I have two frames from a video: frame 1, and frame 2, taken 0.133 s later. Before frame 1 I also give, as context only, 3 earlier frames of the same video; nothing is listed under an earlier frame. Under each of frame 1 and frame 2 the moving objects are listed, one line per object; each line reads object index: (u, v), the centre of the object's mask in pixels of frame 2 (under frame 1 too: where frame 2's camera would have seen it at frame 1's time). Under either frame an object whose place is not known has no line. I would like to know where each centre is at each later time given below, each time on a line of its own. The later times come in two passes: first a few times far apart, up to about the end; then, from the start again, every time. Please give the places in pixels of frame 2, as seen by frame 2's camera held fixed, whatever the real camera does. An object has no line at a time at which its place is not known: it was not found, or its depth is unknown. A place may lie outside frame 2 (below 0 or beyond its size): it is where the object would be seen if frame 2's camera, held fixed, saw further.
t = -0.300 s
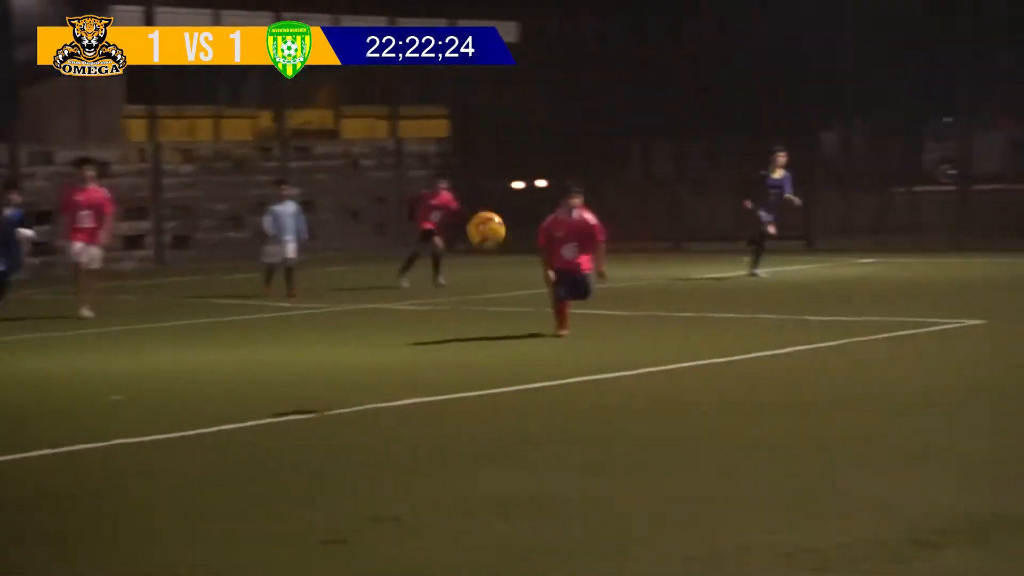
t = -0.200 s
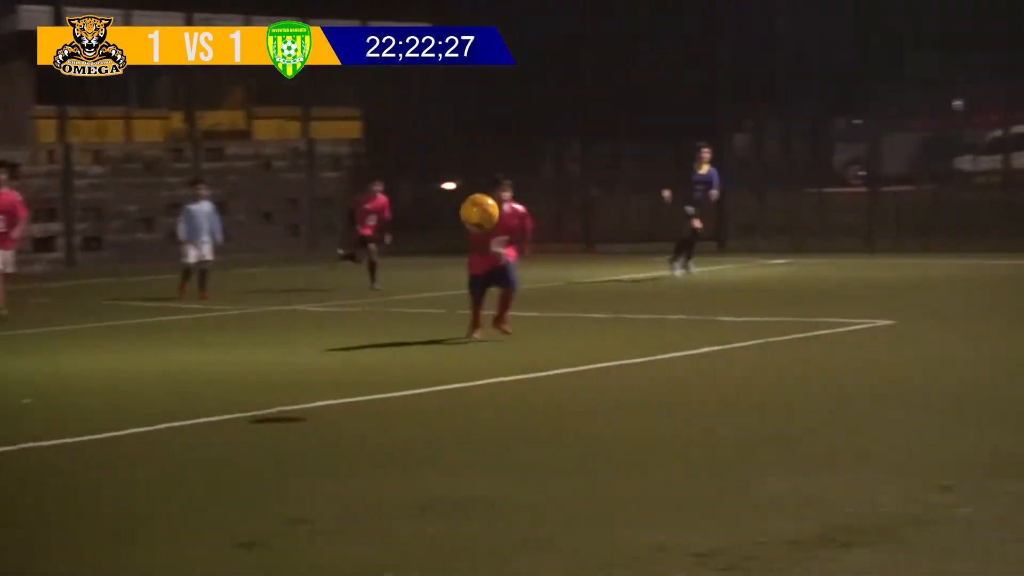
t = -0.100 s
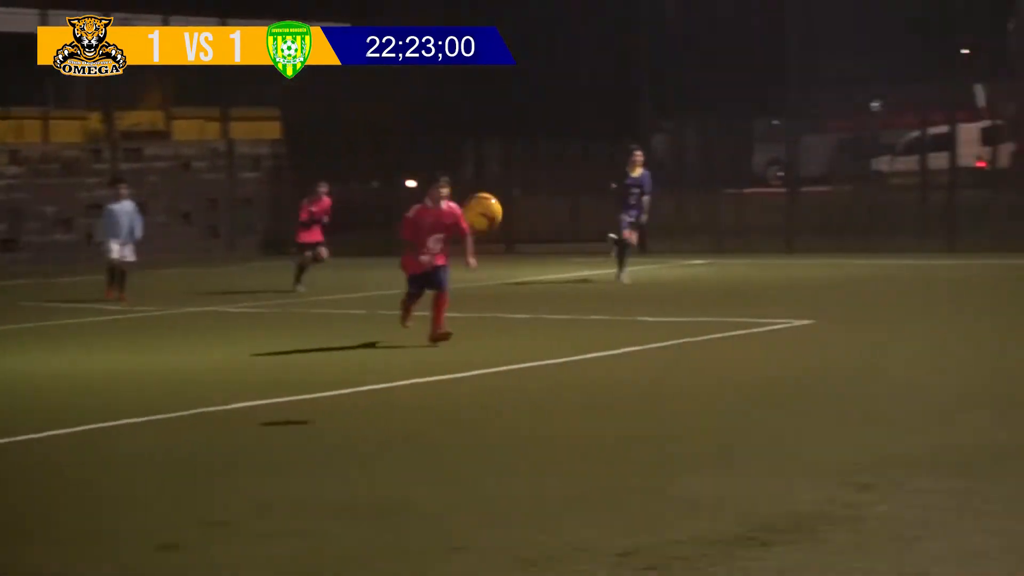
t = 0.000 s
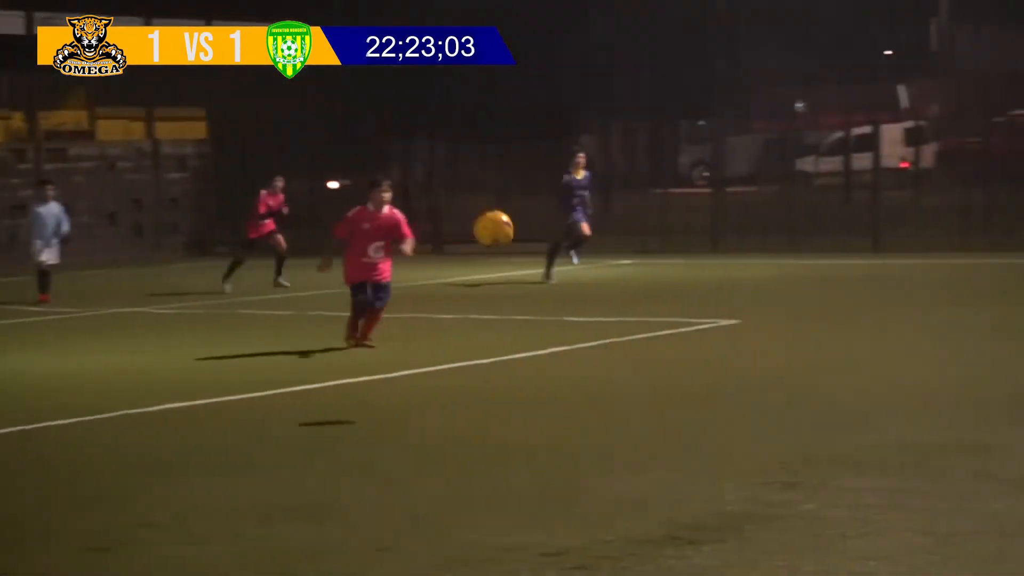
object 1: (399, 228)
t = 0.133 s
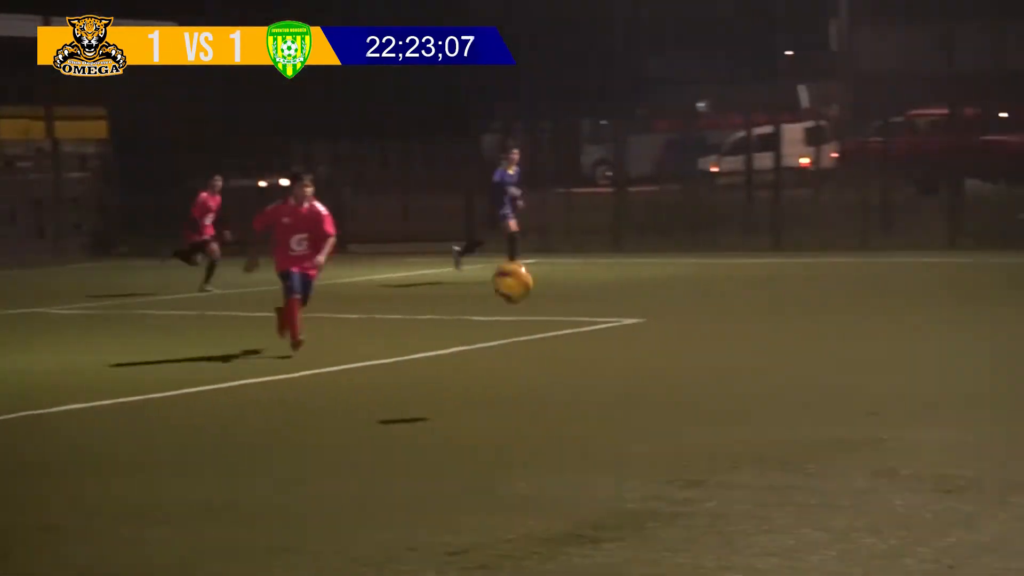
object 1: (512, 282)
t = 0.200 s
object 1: (571, 322)
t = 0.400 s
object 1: (741, 335)
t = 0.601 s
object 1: (909, 284)
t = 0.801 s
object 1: (1085, 310)
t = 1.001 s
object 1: (1266, 368)
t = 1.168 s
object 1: (1425, 327)
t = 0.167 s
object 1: (542, 301)
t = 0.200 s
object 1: (571, 322)
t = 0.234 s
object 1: (601, 345)
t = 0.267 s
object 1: (630, 370)
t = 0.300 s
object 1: (658, 387)
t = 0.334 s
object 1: (686, 368)
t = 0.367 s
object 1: (713, 351)
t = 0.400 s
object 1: (741, 335)
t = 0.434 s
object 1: (769, 322)
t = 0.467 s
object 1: (797, 310)
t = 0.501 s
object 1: (824, 300)
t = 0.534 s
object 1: (853, 293)
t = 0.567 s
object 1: (880, 288)
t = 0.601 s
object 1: (909, 284)
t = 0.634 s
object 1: (938, 283)
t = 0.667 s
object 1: (967, 284)
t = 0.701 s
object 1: (996, 287)
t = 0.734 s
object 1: (1026, 292)
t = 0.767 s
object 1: (1056, 300)
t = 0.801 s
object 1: (1085, 310)
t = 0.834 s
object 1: (1115, 321)
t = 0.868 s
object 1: (1145, 337)
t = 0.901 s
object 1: (1174, 353)
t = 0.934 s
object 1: (1204, 373)
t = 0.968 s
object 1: (1235, 383)
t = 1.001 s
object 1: (1266, 368)
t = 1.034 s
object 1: (1298, 355)
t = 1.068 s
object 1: (1329, 346)
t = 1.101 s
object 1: (1361, 338)
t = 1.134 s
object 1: (1393, 331)
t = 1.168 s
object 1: (1425, 327)
